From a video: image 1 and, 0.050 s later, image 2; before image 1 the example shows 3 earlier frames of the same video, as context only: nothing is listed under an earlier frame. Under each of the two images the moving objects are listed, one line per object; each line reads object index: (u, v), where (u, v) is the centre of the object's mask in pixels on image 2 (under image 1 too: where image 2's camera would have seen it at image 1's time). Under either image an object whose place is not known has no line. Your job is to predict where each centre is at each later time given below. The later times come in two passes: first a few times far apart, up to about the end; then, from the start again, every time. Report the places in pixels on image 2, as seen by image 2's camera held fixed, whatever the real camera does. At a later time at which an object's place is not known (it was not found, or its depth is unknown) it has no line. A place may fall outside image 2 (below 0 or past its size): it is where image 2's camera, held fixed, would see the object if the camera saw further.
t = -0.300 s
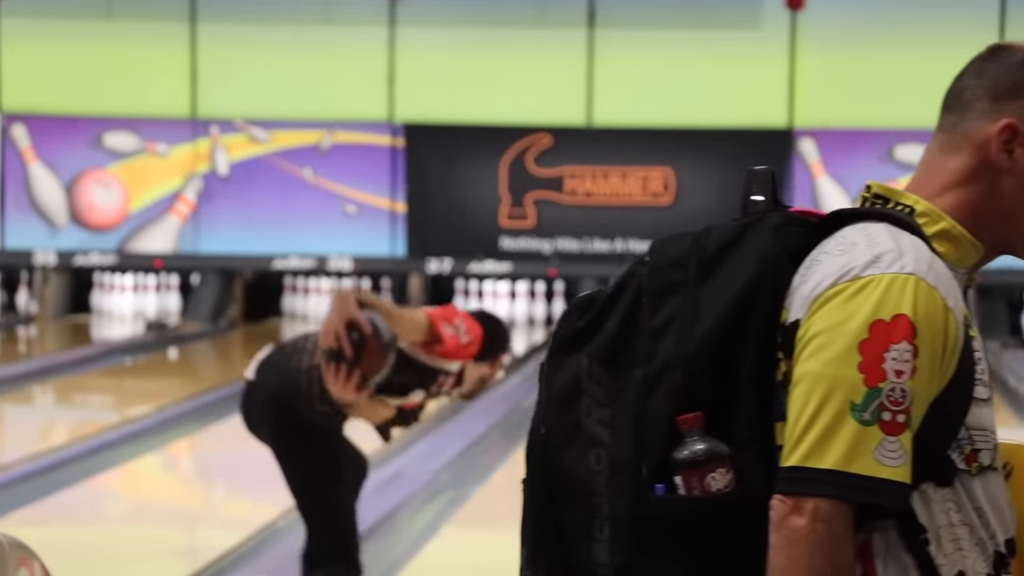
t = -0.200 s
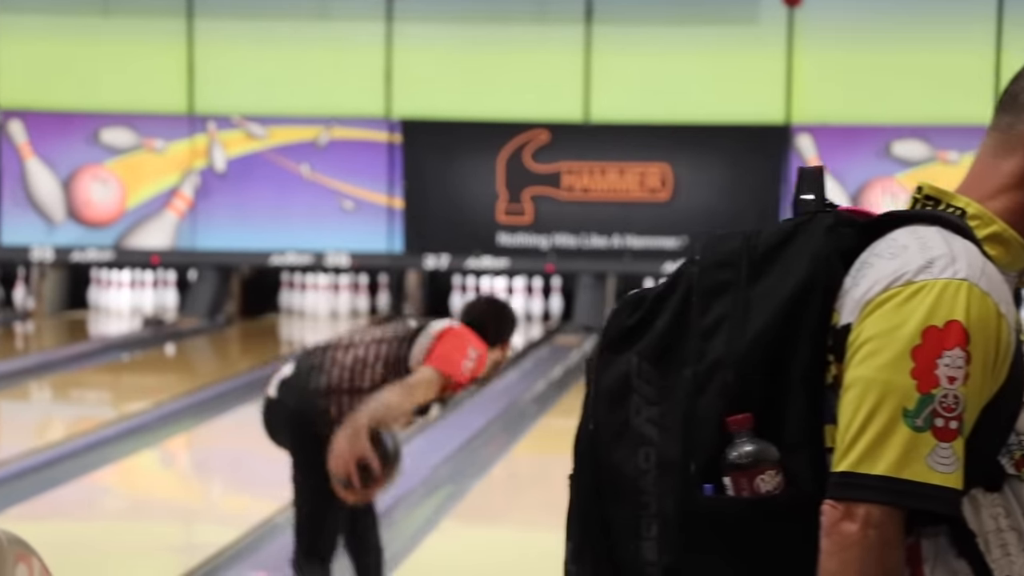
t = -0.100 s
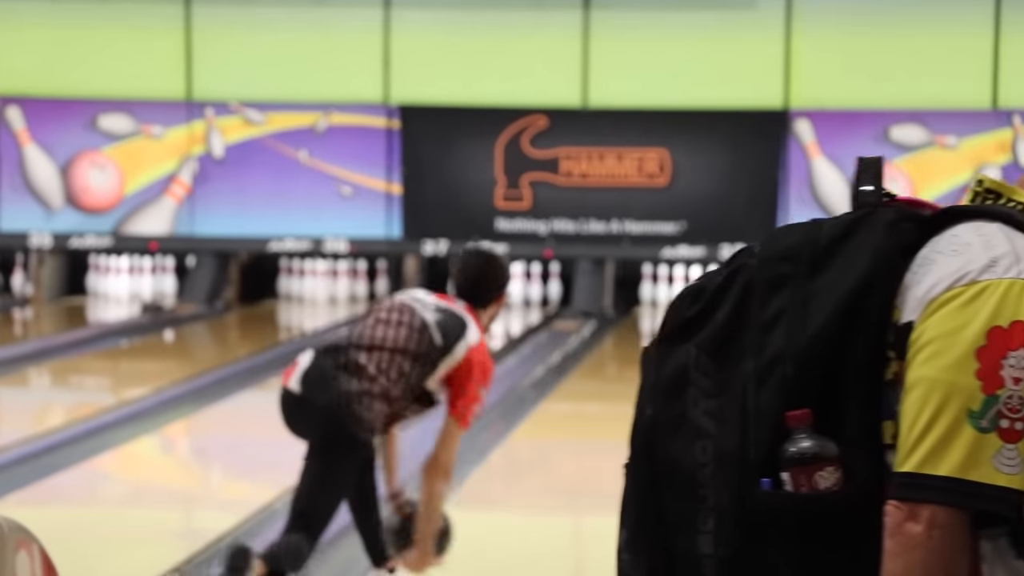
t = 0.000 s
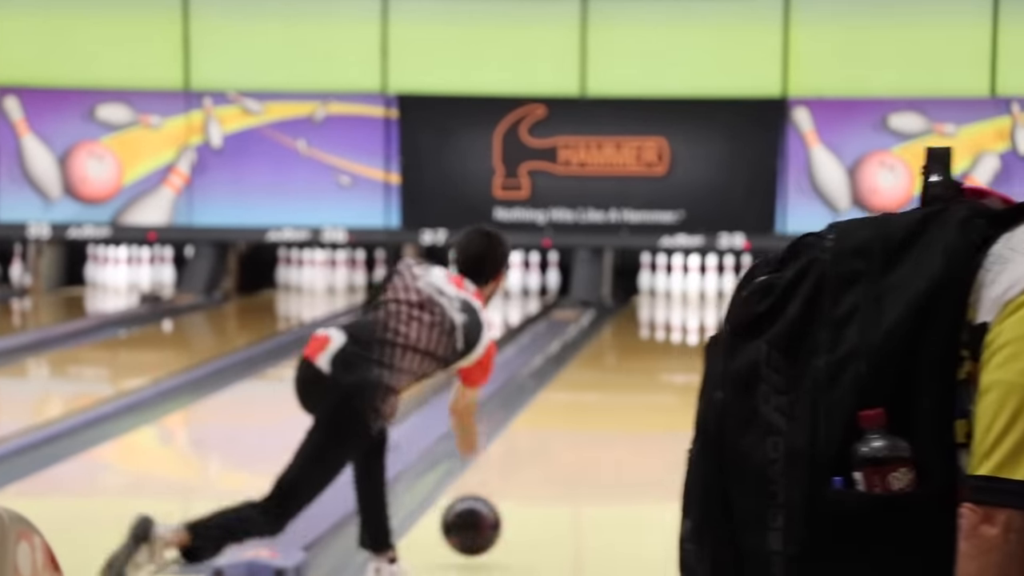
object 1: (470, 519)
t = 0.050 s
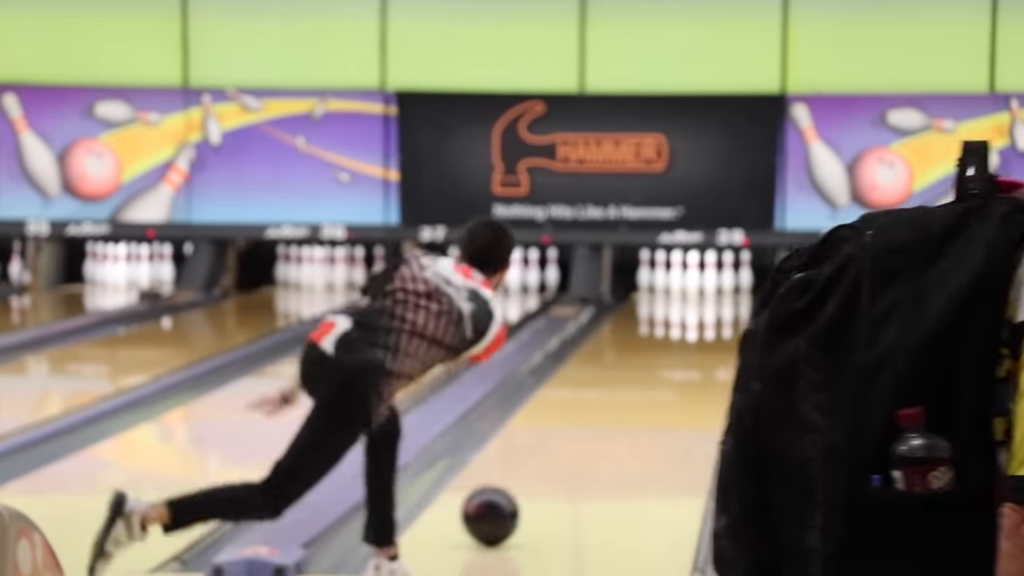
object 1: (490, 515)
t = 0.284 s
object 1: (564, 452)
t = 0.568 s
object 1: (624, 404)
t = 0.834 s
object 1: (665, 368)
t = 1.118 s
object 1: (695, 341)
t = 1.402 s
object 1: (713, 321)
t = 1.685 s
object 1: (714, 304)
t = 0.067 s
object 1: (496, 510)
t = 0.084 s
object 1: (502, 505)
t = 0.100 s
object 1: (508, 501)
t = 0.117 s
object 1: (514, 496)
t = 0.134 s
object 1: (520, 492)
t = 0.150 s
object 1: (525, 487)
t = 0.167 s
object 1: (531, 483)
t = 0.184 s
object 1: (536, 479)
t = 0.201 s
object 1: (541, 474)
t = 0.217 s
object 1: (546, 468)
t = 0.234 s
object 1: (551, 463)
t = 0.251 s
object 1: (555, 459)
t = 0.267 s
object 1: (560, 455)
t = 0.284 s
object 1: (564, 452)
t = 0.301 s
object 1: (569, 449)
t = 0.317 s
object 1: (573, 445)
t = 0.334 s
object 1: (577, 443)
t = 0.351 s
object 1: (580, 439)
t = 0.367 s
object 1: (584, 436)
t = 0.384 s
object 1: (588, 433)
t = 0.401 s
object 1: (592, 430)
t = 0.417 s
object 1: (595, 427)
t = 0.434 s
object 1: (598, 425)
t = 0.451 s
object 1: (602, 422)
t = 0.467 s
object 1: (605, 419)
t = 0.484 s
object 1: (608, 417)
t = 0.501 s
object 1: (611, 415)
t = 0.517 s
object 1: (614, 412)
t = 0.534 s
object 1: (618, 410)
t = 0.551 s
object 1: (620, 407)
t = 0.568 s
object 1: (624, 404)
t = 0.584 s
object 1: (627, 402)
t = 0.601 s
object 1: (630, 400)
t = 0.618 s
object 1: (633, 398)
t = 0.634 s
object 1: (635, 395)
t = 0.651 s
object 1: (638, 393)
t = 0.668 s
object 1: (641, 390)
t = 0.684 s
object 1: (643, 388)
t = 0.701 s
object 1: (646, 385)
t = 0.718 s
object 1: (649, 383)
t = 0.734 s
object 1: (651, 381)
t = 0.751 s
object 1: (653, 378)
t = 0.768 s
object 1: (656, 376)
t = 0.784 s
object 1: (658, 374)
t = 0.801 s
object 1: (660, 372)
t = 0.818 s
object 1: (663, 370)
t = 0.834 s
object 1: (665, 368)
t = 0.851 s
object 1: (667, 366)
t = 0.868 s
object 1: (669, 365)
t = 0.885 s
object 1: (671, 363)
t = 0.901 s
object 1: (673, 361)
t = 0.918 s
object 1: (674, 360)
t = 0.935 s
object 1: (676, 358)
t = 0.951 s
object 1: (678, 356)
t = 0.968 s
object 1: (680, 355)
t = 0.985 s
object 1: (682, 353)
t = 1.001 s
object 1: (684, 352)
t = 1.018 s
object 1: (686, 350)
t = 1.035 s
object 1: (687, 349)
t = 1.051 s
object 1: (689, 347)
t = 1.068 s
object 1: (690, 346)
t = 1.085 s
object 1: (692, 344)
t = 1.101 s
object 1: (693, 343)
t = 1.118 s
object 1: (695, 341)
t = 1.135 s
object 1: (696, 340)
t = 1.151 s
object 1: (698, 338)
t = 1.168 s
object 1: (699, 337)
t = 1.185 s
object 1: (700, 336)
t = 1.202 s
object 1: (702, 335)
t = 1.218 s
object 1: (703, 333)
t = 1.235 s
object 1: (704, 332)
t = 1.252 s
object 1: (705, 331)
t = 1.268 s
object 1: (706, 329)
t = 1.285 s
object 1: (707, 328)
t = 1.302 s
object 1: (708, 327)
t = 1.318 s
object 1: (709, 326)
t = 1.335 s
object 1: (710, 325)
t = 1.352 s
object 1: (711, 324)
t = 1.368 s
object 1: (711, 323)
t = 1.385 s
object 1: (712, 322)
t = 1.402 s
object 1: (713, 321)
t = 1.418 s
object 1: (713, 319)
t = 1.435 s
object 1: (714, 318)
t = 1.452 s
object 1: (714, 317)
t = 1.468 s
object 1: (715, 316)
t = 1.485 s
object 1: (715, 315)
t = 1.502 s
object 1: (715, 314)
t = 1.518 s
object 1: (715, 313)
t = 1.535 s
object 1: (715, 312)
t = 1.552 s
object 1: (715, 311)
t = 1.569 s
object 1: (715, 310)
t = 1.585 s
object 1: (715, 310)
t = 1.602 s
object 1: (715, 308)
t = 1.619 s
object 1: (715, 308)
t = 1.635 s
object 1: (715, 307)
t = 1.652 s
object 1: (715, 306)
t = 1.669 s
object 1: (714, 305)
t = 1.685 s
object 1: (714, 304)
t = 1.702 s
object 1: (713, 303)
